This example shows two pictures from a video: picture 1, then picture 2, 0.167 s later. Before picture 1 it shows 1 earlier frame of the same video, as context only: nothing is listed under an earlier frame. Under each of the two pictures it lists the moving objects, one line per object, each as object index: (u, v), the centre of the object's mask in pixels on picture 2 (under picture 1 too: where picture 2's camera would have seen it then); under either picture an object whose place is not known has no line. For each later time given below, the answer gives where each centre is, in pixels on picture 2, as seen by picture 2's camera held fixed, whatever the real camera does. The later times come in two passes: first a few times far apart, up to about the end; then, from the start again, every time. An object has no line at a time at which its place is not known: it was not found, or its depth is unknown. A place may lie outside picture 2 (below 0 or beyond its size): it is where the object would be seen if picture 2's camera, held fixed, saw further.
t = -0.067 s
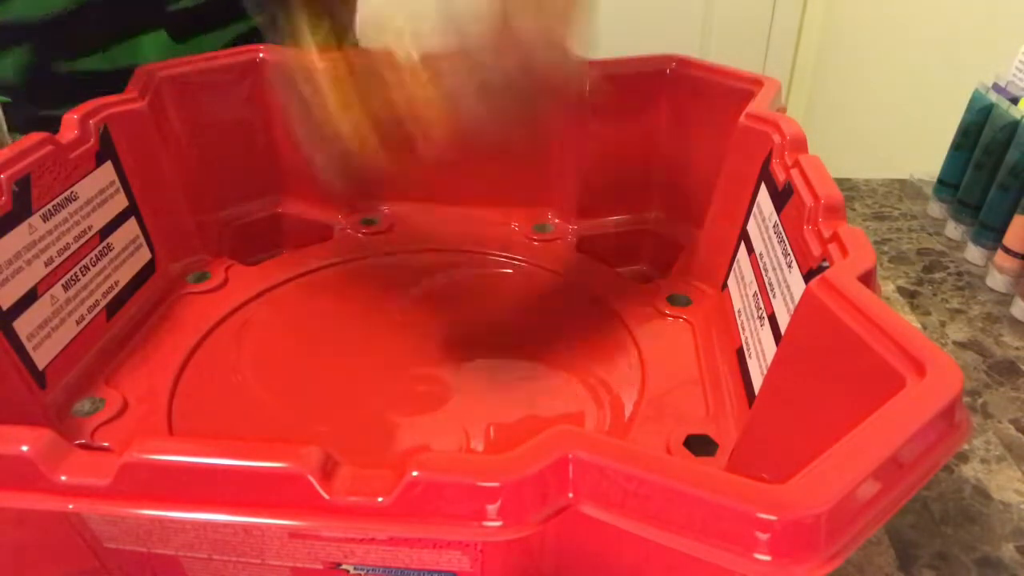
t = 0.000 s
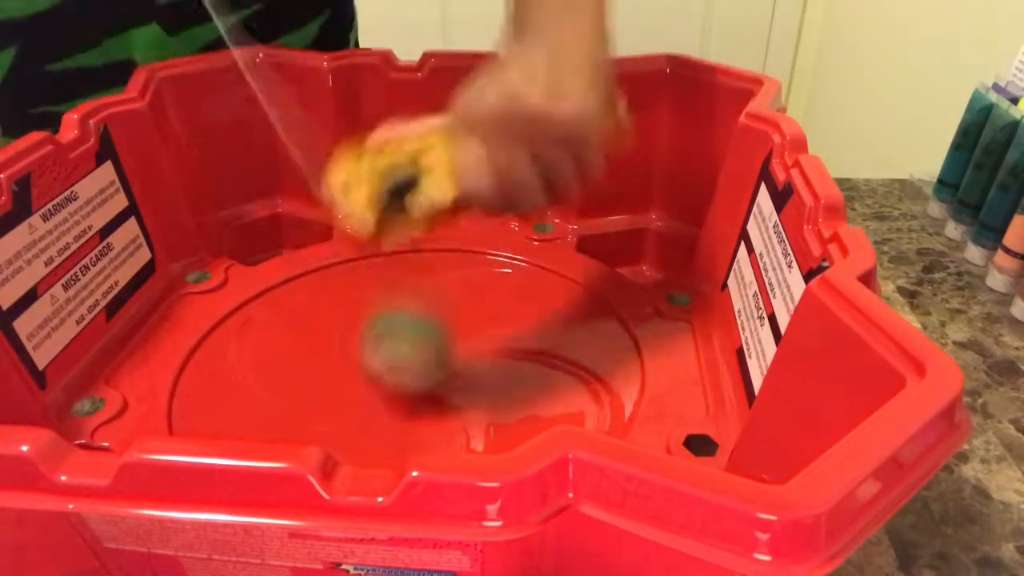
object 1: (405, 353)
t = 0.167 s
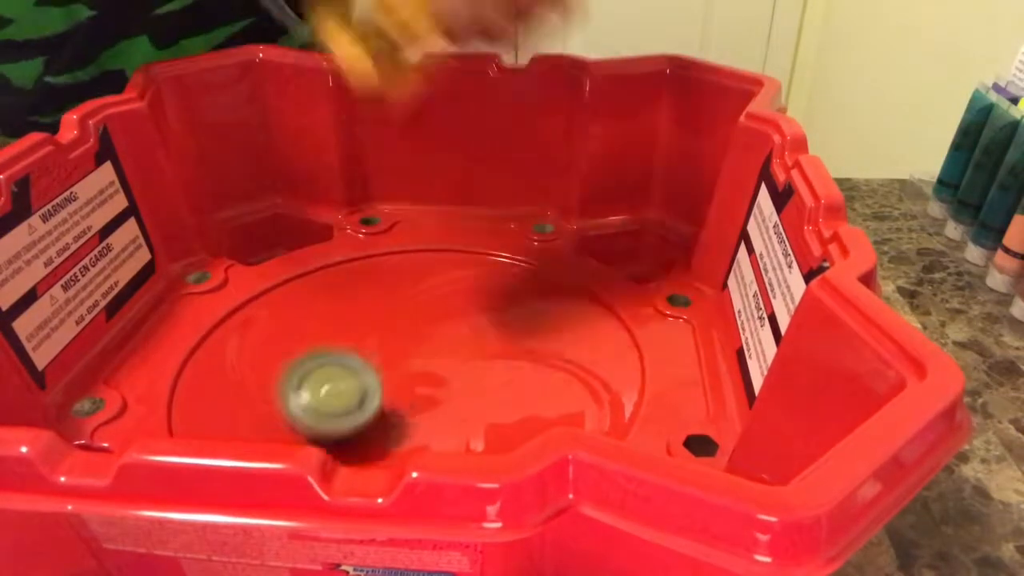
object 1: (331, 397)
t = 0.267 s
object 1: (336, 405)
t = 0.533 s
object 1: (516, 314)
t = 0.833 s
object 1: (436, 262)
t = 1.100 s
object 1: (408, 321)
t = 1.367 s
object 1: (531, 348)
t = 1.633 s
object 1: (595, 308)
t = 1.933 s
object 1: (521, 325)
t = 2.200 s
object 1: (447, 398)
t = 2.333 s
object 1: (447, 425)
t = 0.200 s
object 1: (327, 402)
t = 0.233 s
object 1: (328, 404)
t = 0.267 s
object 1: (336, 405)
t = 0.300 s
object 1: (350, 403)
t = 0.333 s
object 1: (371, 398)
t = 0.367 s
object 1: (395, 389)
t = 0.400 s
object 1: (423, 376)
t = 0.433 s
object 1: (450, 365)
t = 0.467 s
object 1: (476, 351)
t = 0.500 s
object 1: (499, 333)
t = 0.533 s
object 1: (516, 314)
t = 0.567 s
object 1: (528, 294)
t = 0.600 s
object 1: (534, 275)
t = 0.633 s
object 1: (536, 256)
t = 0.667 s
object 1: (528, 241)
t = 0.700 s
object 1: (513, 238)
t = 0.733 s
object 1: (496, 243)
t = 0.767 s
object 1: (475, 248)
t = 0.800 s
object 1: (455, 258)
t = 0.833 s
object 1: (436, 262)
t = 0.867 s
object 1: (419, 269)
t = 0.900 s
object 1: (404, 275)
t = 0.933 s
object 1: (396, 282)
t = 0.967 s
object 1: (392, 290)
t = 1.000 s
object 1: (391, 296)
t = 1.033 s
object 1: (393, 304)
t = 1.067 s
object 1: (399, 312)
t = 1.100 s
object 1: (408, 321)
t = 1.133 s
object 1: (420, 329)
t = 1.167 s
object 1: (433, 337)
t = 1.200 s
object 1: (449, 343)
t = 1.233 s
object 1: (464, 348)
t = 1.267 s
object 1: (482, 350)
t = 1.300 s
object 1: (498, 351)
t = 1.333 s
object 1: (515, 350)
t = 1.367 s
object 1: (531, 348)
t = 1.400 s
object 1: (545, 345)
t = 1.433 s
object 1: (560, 340)
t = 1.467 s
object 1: (573, 335)
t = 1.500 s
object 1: (582, 328)
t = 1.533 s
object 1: (588, 324)
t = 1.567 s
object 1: (593, 318)
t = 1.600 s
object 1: (595, 314)
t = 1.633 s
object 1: (595, 308)
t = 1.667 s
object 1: (593, 306)
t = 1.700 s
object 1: (589, 304)
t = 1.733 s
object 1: (583, 303)
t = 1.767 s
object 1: (576, 303)
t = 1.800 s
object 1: (567, 303)
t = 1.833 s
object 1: (557, 306)
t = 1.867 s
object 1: (546, 312)
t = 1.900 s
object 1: (535, 318)
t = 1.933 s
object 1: (521, 325)
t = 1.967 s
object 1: (507, 332)
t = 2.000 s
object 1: (496, 338)
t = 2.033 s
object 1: (486, 349)
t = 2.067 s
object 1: (477, 359)
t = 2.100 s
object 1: (467, 368)
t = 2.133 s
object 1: (459, 378)
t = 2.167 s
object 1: (452, 388)
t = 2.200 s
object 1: (447, 398)
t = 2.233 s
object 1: (443, 408)
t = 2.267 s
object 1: (443, 415)
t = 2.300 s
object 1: (443, 421)
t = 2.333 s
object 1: (447, 425)
